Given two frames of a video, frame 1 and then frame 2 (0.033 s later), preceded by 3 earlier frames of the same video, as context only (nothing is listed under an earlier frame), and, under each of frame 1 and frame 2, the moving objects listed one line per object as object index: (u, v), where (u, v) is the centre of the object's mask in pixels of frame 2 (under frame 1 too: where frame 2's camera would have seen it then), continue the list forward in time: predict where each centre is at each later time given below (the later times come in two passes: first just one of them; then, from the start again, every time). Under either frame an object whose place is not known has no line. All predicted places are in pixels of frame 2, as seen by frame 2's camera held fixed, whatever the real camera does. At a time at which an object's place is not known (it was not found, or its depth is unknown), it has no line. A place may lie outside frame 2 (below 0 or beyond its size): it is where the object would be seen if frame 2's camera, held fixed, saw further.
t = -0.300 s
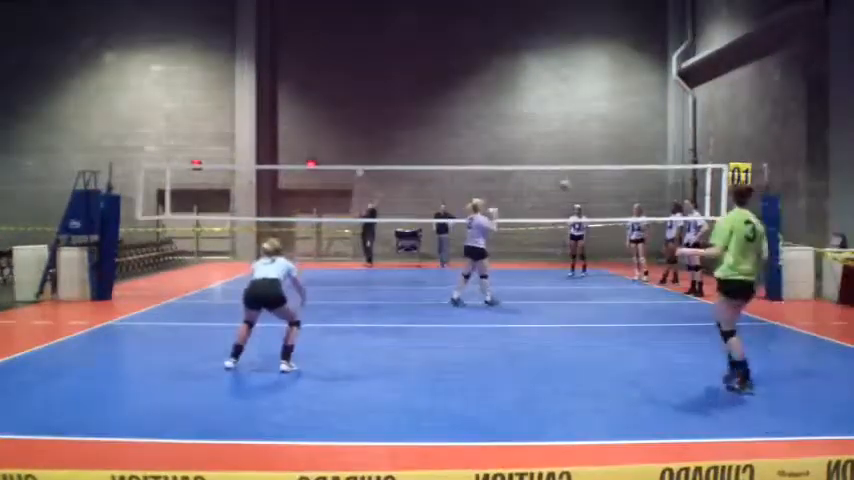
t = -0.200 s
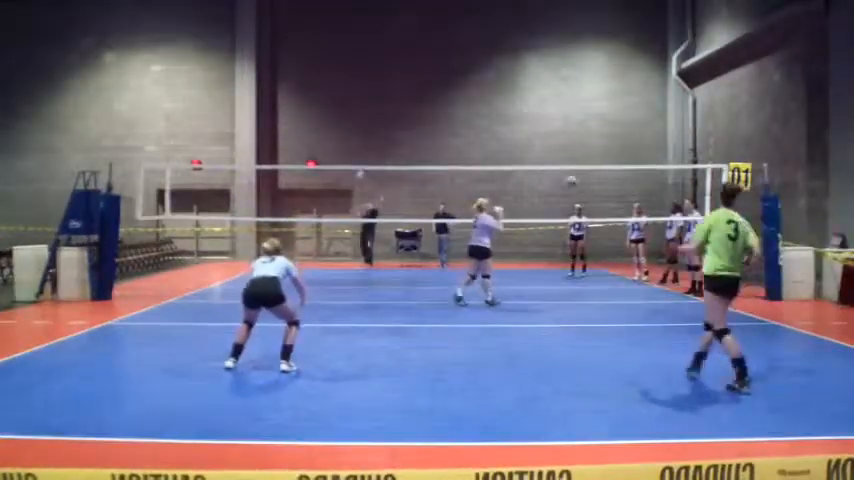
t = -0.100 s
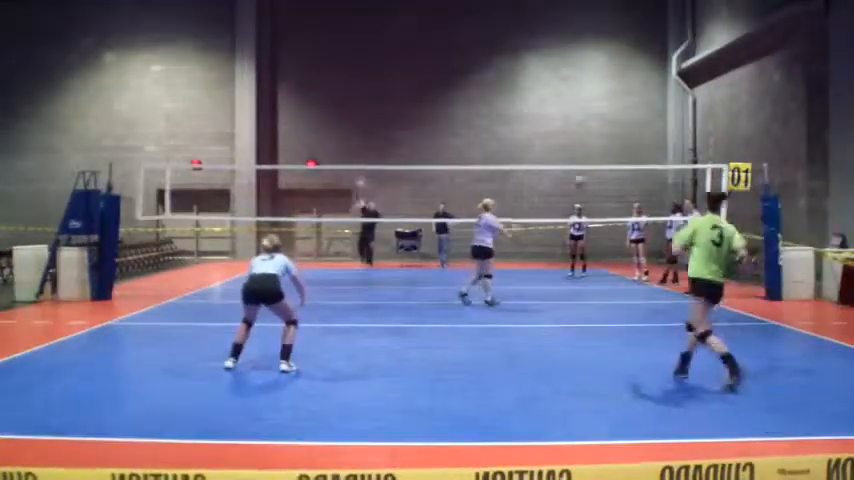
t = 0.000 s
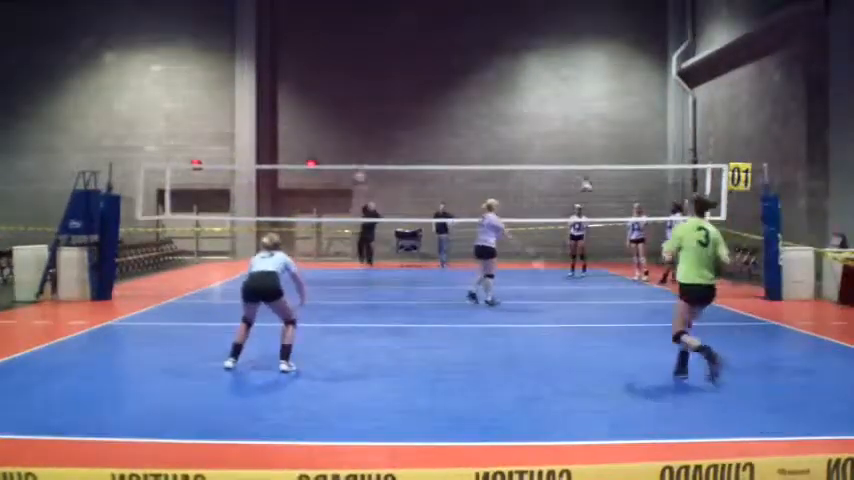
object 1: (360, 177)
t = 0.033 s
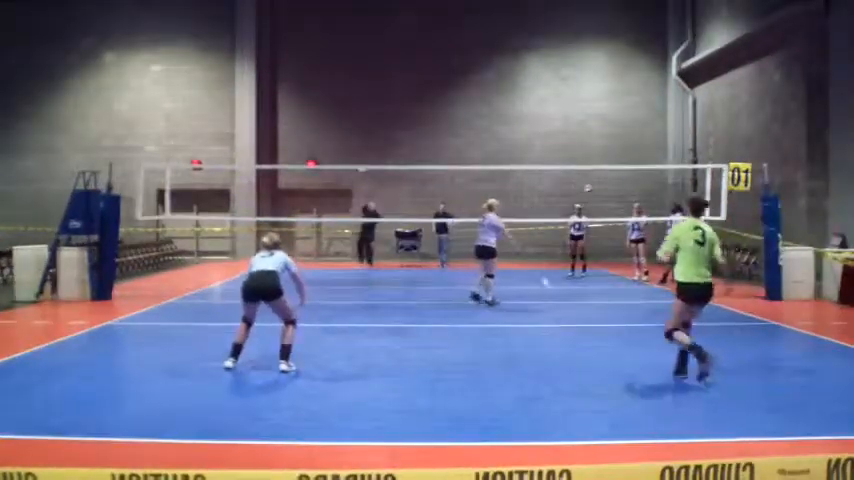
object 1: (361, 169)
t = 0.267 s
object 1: (368, 122)
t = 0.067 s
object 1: (363, 160)
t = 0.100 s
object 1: (364, 154)
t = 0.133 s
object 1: (364, 147)
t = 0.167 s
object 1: (365, 140)
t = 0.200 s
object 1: (366, 134)
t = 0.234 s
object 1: (368, 127)
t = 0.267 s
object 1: (368, 122)
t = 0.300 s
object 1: (370, 116)
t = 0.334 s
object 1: (370, 112)
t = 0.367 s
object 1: (372, 107)
